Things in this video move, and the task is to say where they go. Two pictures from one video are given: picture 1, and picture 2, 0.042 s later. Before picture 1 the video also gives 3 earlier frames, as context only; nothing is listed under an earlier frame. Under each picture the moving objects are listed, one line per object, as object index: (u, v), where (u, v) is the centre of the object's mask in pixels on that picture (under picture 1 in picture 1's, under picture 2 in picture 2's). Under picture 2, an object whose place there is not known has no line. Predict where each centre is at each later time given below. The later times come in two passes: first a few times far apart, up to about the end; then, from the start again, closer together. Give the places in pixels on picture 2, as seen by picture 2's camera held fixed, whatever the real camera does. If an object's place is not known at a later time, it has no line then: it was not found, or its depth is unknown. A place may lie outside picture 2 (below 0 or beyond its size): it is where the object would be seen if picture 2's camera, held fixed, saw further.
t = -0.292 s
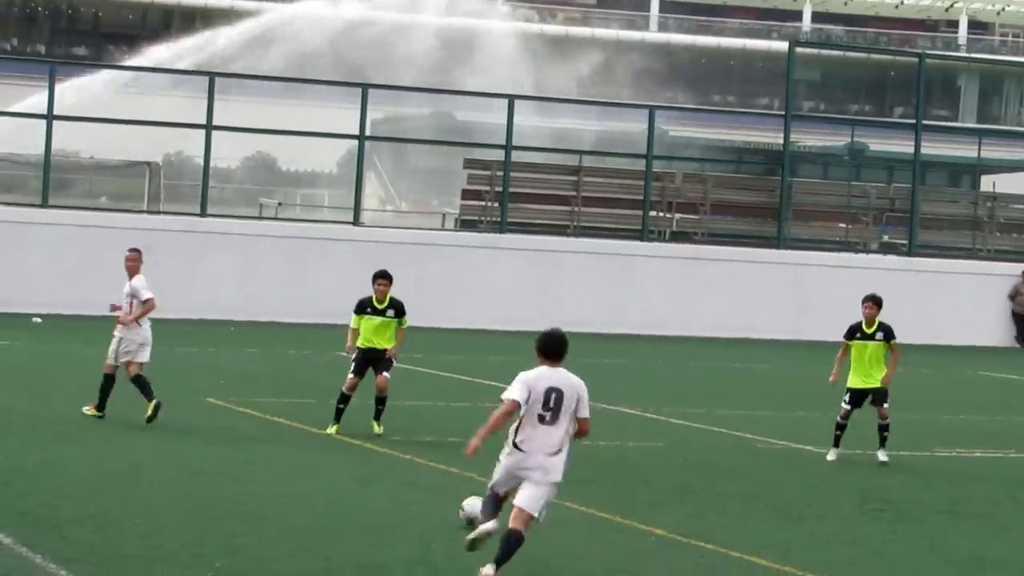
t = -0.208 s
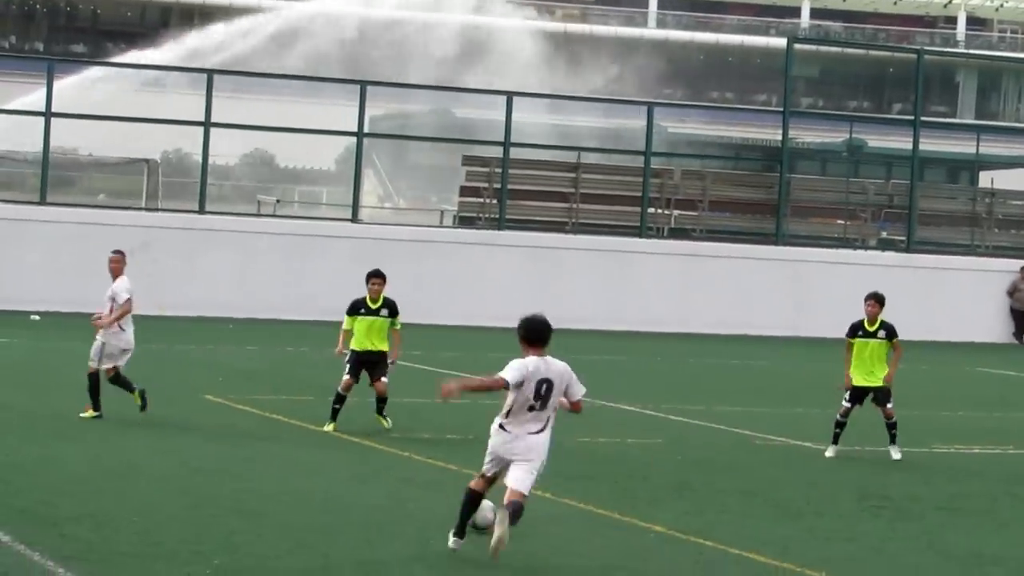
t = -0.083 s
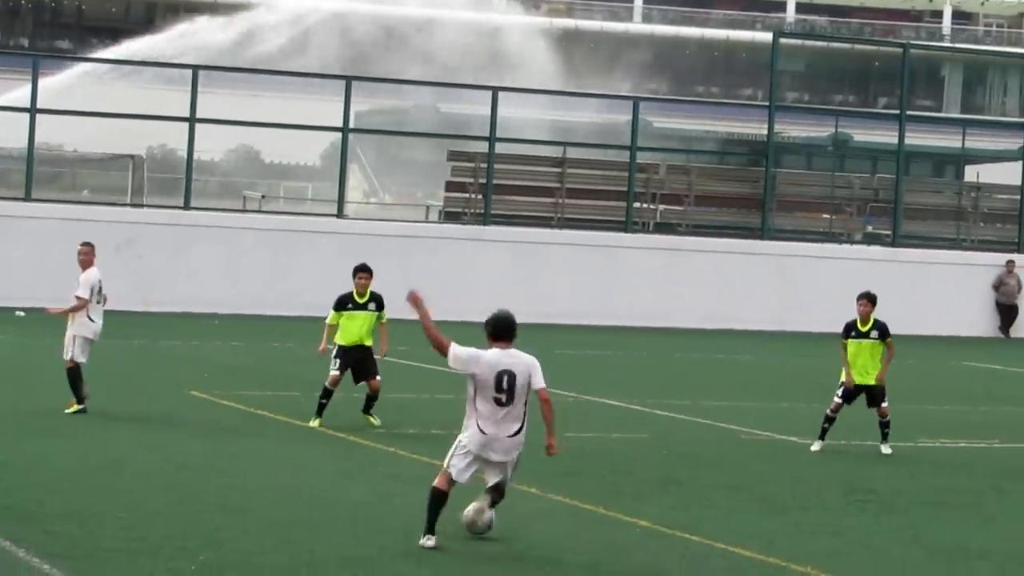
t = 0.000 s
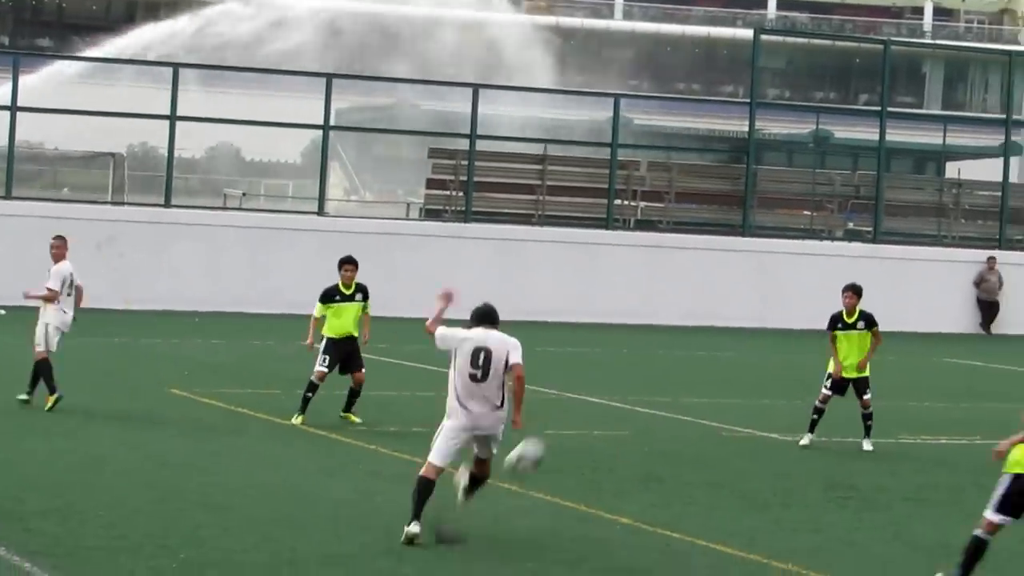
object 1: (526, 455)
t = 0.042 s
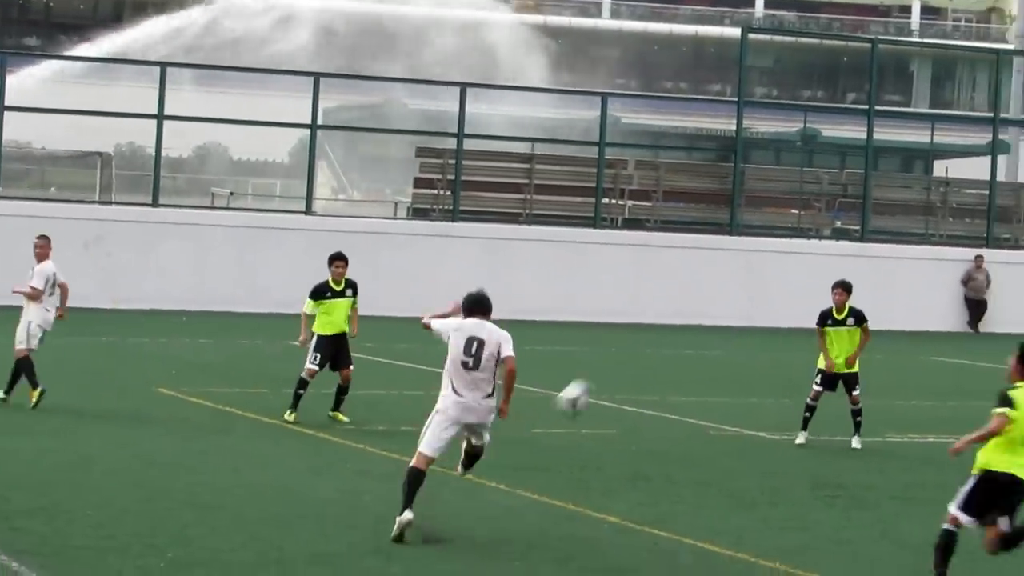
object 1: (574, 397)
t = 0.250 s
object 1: (829, 192)
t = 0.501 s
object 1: (1079, 62)
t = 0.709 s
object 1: (1263, 18)
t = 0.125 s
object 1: (683, 302)
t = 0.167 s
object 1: (735, 261)
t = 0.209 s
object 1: (783, 224)
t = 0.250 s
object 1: (829, 192)
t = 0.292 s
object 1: (875, 161)
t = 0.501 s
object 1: (1079, 62)
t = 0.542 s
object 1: (1117, 51)
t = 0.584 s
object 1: (1155, 40)
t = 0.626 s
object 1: (1191, 32)
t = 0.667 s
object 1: (1227, 24)
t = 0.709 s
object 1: (1263, 18)
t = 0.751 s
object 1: (1299, 14)
